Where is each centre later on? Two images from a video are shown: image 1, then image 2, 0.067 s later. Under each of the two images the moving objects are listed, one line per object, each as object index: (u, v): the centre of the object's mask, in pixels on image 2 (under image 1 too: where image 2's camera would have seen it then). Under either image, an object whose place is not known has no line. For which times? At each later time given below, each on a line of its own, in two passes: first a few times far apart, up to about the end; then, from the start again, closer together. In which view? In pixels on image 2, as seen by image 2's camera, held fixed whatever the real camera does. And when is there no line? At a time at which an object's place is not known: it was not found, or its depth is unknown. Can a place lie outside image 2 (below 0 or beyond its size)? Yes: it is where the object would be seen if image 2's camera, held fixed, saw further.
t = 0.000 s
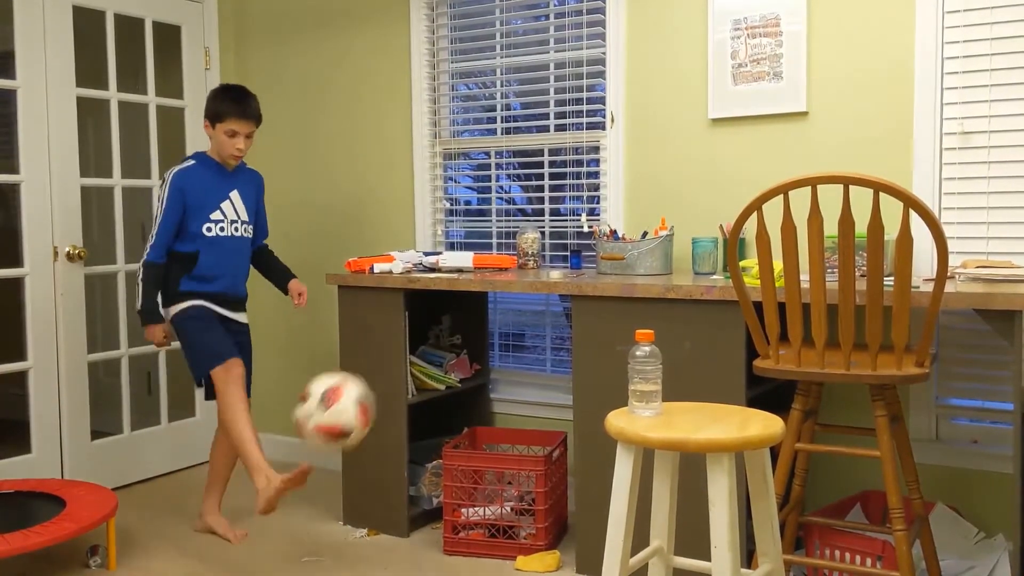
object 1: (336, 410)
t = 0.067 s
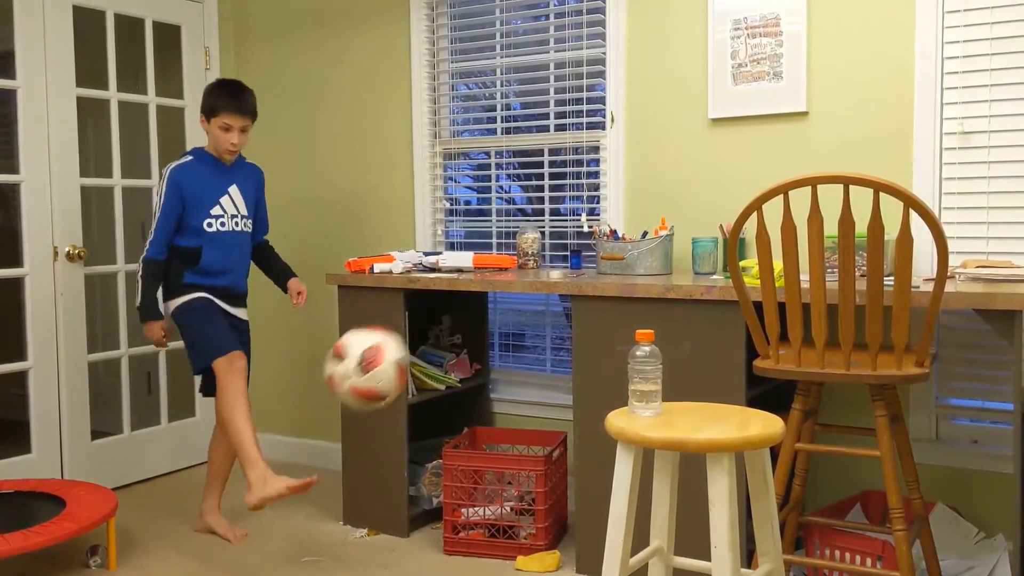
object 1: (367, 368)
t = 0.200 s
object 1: (446, 313)
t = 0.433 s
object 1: (613, 357)
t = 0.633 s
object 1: (657, 382)
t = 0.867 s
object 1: (657, 540)
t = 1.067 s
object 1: (439, 568)
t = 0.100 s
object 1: (385, 349)
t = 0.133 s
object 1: (405, 333)
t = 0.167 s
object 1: (425, 321)
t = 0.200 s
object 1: (446, 313)
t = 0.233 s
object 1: (469, 309)
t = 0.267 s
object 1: (494, 310)
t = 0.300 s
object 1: (520, 314)
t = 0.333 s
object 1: (550, 325)
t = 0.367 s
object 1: (579, 342)
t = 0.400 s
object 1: (603, 357)
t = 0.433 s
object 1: (613, 357)
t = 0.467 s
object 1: (621, 358)
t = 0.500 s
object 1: (629, 363)
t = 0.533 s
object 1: (637, 368)
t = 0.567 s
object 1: (643, 371)
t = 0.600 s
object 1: (650, 376)
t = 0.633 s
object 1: (657, 382)
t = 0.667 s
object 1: (665, 397)
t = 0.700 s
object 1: (673, 419)
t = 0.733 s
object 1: (681, 448)
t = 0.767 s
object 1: (689, 486)
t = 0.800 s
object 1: (698, 521)
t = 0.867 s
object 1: (657, 540)
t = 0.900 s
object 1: (623, 537)
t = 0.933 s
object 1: (583, 537)
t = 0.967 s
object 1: (546, 542)
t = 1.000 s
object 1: (513, 549)
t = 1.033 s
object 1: (476, 557)
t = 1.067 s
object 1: (439, 568)
